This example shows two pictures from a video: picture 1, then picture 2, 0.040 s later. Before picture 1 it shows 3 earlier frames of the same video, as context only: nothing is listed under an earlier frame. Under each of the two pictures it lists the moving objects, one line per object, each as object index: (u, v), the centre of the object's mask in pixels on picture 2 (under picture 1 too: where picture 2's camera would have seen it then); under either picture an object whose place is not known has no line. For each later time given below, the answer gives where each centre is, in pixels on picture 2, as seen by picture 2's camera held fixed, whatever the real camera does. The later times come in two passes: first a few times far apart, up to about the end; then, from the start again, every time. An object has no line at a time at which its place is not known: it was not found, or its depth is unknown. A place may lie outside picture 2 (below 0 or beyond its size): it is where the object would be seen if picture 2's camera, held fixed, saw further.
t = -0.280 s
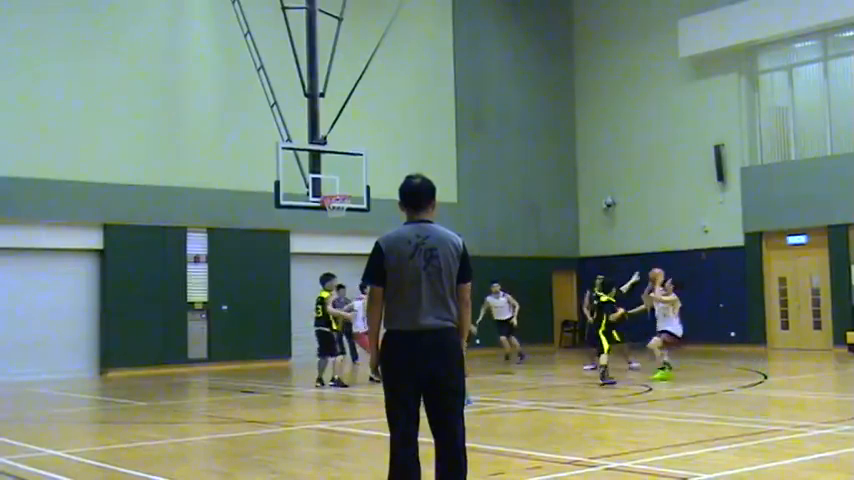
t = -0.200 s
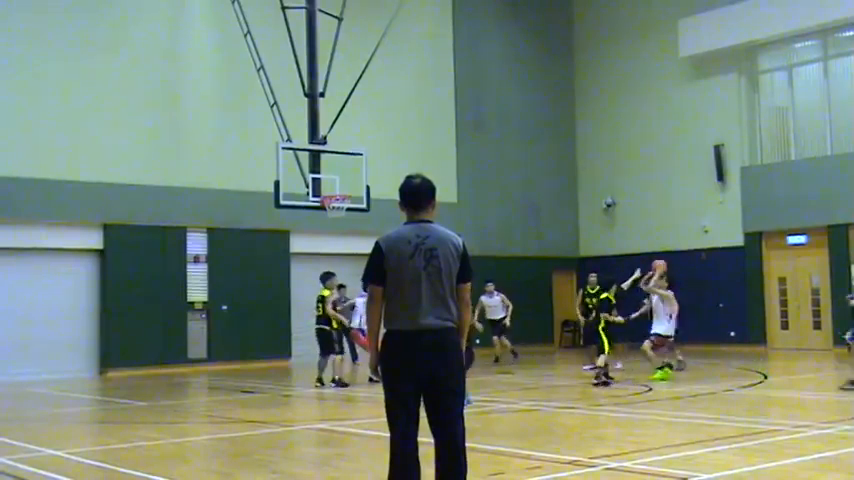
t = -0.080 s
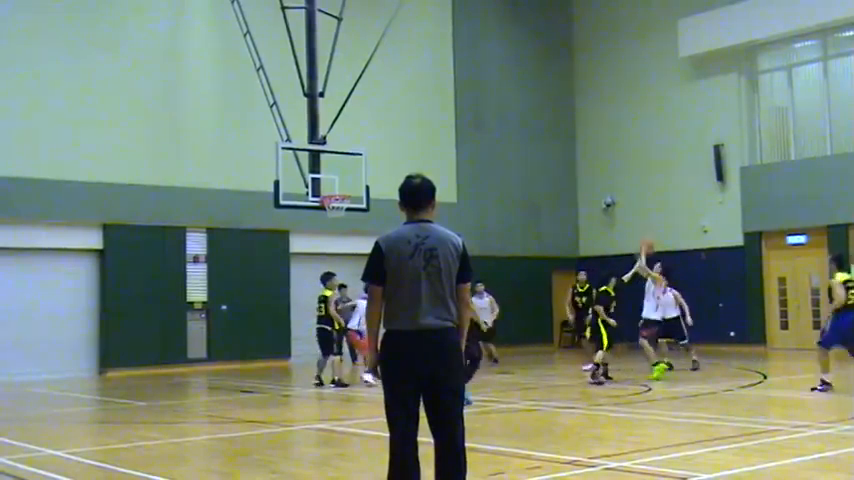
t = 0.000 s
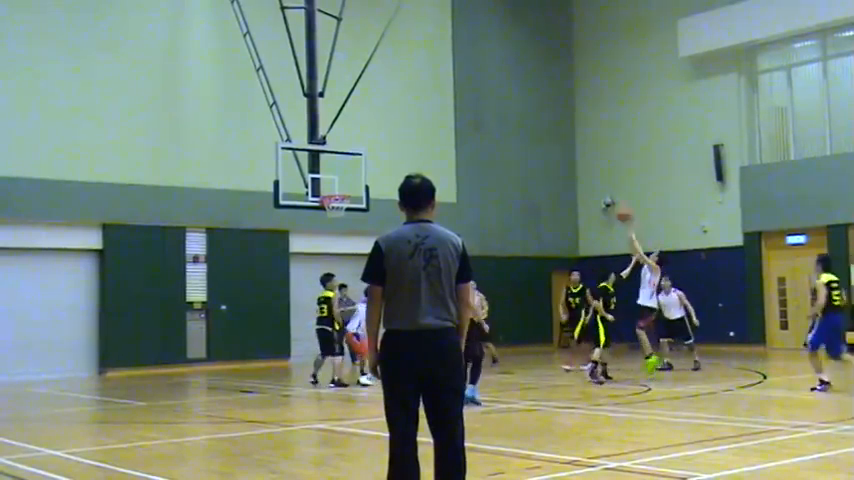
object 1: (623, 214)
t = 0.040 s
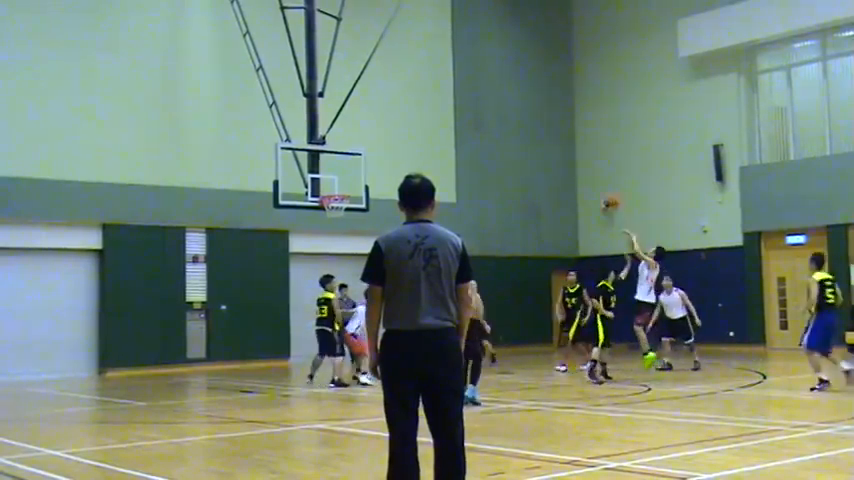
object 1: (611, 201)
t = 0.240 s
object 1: (554, 145)
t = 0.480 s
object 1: (492, 116)
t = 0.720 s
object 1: (434, 122)
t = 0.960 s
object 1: (380, 161)
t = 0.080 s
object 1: (600, 187)
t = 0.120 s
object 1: (588, 175)
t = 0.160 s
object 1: (577, 164)
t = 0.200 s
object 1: (566, 153)
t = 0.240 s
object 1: (554, 145)
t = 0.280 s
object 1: (542, 138)
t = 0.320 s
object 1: (532, 132)
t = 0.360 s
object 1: (523, 127)
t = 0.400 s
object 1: (512, 122)
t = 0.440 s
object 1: (502, 119)
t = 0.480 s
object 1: (492, 116)
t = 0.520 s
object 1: (481, 114)
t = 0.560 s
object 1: (472, 113)
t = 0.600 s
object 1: (463, 114)
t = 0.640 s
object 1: (451, 117)
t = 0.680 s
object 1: (443, 119)
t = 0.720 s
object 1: (434, 122)
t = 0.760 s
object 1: (425, 127)
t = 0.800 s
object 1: (416, 132)
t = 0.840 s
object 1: (407, 138)
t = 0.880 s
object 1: (398, 145)
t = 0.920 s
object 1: (389, 152)
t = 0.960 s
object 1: (380, 161)
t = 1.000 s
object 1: (372, 170)
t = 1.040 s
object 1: (364, 180)
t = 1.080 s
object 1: (355, 191)
